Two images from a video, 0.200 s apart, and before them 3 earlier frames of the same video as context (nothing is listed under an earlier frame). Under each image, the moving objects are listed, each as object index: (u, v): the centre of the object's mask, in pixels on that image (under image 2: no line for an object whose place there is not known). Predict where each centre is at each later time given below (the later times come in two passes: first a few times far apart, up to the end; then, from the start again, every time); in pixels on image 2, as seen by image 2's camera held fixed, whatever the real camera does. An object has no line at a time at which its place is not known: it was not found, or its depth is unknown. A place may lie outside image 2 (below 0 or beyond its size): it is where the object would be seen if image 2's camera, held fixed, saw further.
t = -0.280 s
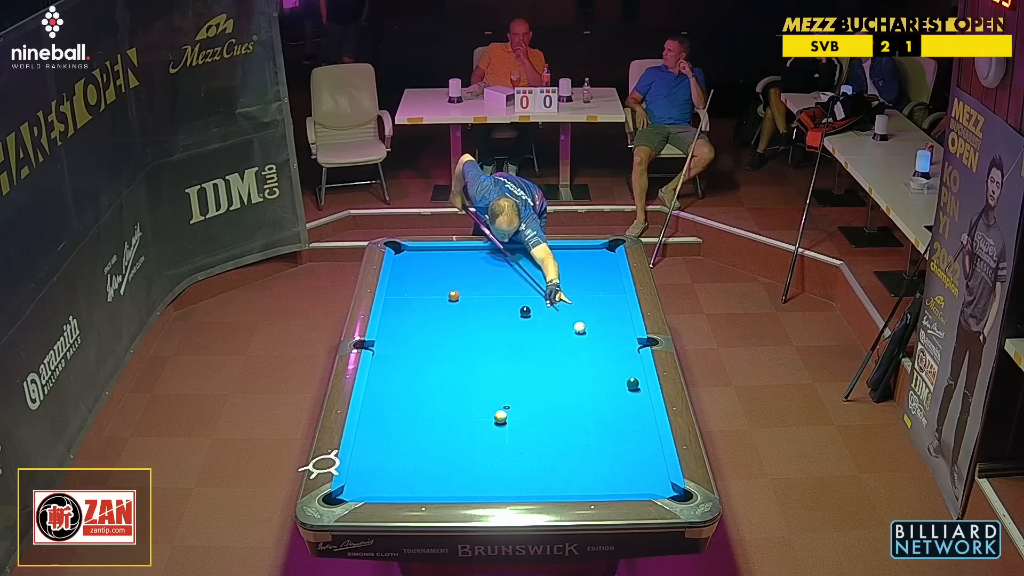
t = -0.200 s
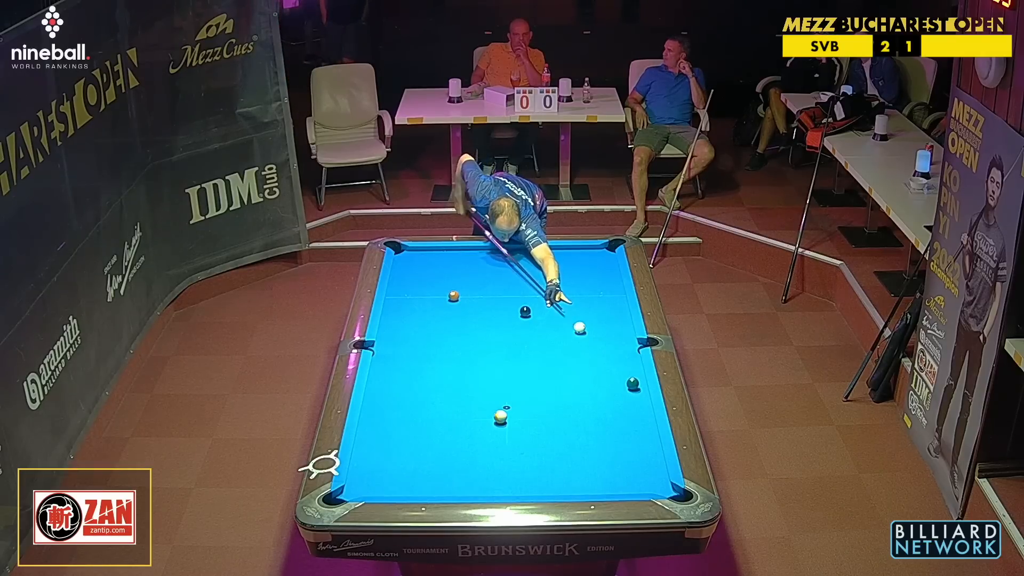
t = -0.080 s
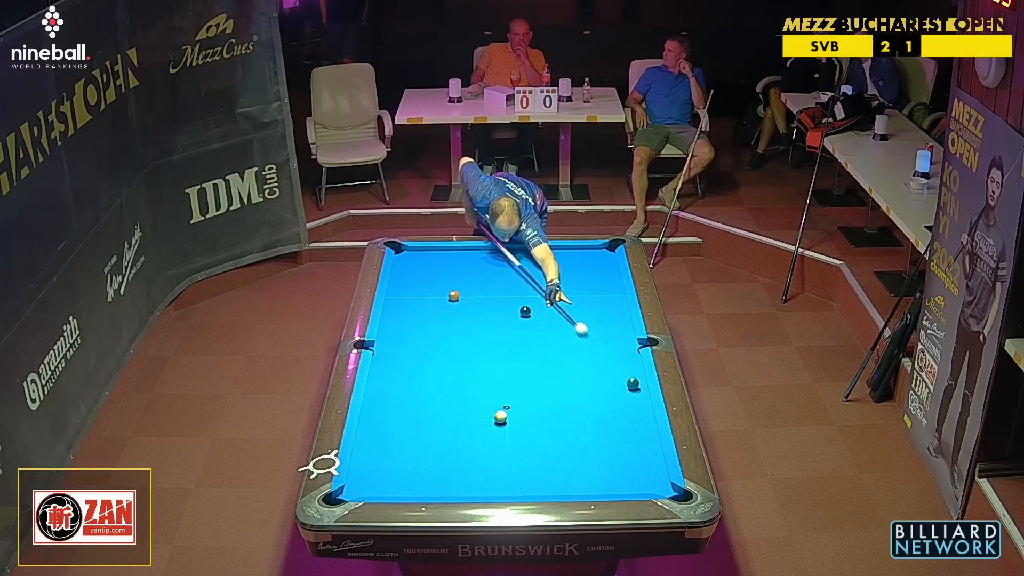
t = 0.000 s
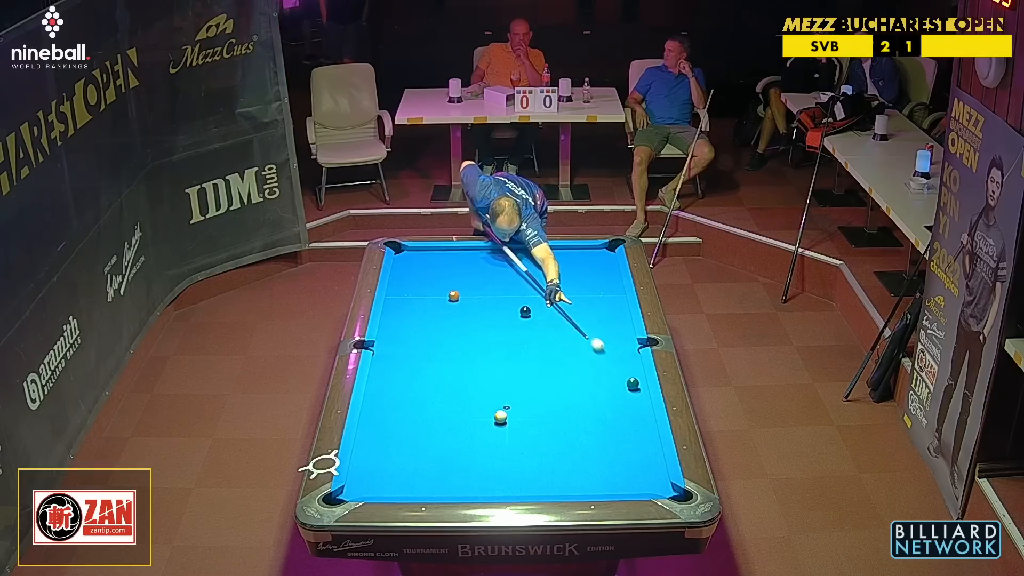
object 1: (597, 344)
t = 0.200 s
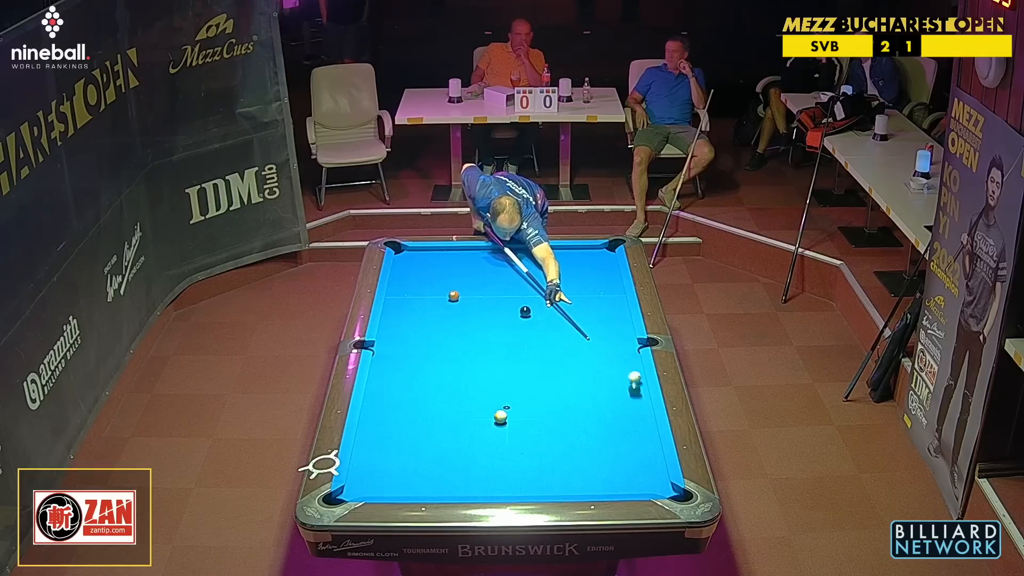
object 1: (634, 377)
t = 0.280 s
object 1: (637, 377)
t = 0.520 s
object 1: (625, 374)
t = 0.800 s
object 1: (612, 372)
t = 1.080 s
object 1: (600, 370)
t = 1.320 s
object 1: (591, 368)
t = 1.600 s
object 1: (581, 366)
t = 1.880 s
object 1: (573, 365)
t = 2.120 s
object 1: (567, 364)
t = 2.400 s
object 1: (561, 364)
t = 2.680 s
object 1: (556, 363)
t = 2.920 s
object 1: (553, 362)
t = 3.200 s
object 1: (550, 362)
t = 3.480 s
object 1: (548, 362)
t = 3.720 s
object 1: (548, 362)
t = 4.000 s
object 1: (548, 362)
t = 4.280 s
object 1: (548, 362)
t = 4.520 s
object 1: (547, 362)
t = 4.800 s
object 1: (547, 362)
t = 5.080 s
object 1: (548, 362)
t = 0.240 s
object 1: (639, 377)
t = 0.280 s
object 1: (637, 377)
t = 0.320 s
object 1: (635, 377)
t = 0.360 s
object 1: (633, 376)
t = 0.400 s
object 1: (631, 376)
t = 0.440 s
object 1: (629, 375)
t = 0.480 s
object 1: (627, 375)
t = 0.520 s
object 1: (625, 374)
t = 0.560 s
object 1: (623, 374)
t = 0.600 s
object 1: (621, 374)
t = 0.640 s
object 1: (619, 373)
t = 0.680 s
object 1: (617, 373)
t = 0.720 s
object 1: (615, 373)
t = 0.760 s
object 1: (614, 372)
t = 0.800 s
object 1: (612, 372)
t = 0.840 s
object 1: (610, 372)
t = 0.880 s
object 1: (608, 371)
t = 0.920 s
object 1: (607, 371)
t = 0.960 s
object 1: (605, 371)
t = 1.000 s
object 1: (603, 370)
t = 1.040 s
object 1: (602, 370)
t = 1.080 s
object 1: (600, 370)
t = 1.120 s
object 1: (599, 370)
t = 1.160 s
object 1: (597, 369)
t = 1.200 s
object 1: (595, 369)
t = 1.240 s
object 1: (594, 369)
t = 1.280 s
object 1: (592, 368)
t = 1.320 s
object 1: (591, 368)
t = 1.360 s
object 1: (590, 368)
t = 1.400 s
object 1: (588, 368)
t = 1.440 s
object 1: (587, 367)
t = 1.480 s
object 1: (585, 367)
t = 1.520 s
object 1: (584, 367)
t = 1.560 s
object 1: (583, 367)
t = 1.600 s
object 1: (581, 366)
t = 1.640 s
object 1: (580, 366)
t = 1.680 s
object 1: (579, 366)
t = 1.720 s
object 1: (578, 366)
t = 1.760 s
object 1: (576, 366)
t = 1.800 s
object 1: (575, 366)
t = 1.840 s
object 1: (574, 365)
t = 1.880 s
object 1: (573, 365)
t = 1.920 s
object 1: (572, 365)
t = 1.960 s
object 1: (571, 365)
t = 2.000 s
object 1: (570, 365)
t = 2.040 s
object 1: (569, 365)
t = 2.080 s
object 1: (568, 365)
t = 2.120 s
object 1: (567, 364)
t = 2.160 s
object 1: (566, 364)
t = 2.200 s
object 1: (565, 364)
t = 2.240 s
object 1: (564, 364)
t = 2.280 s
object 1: (563, 364)
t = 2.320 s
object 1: (562, 364)
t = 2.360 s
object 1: (562, 364)
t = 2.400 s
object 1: (561, 364)
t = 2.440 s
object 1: (560, 363)
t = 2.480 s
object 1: (559, 363)
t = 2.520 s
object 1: (559, 363)
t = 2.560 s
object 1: (558, 363)
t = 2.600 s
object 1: (557, 363)
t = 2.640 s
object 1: (556, 363)
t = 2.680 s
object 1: (556, 363)
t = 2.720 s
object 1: (555, 363)
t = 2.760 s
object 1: (555, 363)
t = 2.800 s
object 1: (554, 363)
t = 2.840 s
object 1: (554, 363)
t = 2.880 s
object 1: (553, 362)
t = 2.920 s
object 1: (553, 362)
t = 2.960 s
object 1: (552, 362)
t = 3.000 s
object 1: (552, 362)
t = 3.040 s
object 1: (551, 362)
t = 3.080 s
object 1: (551, 362)
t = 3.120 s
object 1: (551, 362)
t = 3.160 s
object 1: (550, 362)
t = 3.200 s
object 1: (550, 362)
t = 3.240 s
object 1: (549, 362)
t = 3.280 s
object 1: (549, 362)
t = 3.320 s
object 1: (549, 362)
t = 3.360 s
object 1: (549, 362)
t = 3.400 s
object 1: (549, 362)
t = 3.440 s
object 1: (549, 362)
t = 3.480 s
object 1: (548, 362)
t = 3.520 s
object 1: (548, 362)
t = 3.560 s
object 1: (548, 362)
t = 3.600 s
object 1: (548, 362)
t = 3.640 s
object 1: (548, 362)
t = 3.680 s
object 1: (548, 362)
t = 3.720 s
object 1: (548, 362)
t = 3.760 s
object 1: (548, 362)
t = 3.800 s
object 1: (548, 362)
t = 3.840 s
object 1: (548, 362)
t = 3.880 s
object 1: (548, 362)
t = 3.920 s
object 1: (548, 362)
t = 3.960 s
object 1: (548, 362)
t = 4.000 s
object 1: (548, 362)
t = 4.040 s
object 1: (548, 362)
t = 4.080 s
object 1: (548, 362)
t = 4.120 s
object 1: (548, 362)
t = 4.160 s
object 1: (548, 362)
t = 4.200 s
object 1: (548, 362)
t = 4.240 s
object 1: (548, 362)
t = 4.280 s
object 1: (548, 362)
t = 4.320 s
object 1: (548, 362)
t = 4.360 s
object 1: (547, 362)
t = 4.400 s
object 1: (547, 362)
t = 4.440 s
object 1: (548, 362)
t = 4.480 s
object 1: (548, 362)
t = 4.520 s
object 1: (547, 362)
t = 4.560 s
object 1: (547, 362)
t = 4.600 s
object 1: (547, 362)
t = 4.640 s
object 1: (547, 362)
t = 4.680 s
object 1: (547, 362)
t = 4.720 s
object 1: (548, 362)
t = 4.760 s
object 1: (547, 362)
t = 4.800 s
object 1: (547, 362)
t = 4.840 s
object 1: (548, 362)
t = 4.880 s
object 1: (548, 362)
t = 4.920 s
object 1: (548, 362)
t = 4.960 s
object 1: (547, 362)
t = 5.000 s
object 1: (548, 362)
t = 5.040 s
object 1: (548, 362)
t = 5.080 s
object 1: (548, 362)
